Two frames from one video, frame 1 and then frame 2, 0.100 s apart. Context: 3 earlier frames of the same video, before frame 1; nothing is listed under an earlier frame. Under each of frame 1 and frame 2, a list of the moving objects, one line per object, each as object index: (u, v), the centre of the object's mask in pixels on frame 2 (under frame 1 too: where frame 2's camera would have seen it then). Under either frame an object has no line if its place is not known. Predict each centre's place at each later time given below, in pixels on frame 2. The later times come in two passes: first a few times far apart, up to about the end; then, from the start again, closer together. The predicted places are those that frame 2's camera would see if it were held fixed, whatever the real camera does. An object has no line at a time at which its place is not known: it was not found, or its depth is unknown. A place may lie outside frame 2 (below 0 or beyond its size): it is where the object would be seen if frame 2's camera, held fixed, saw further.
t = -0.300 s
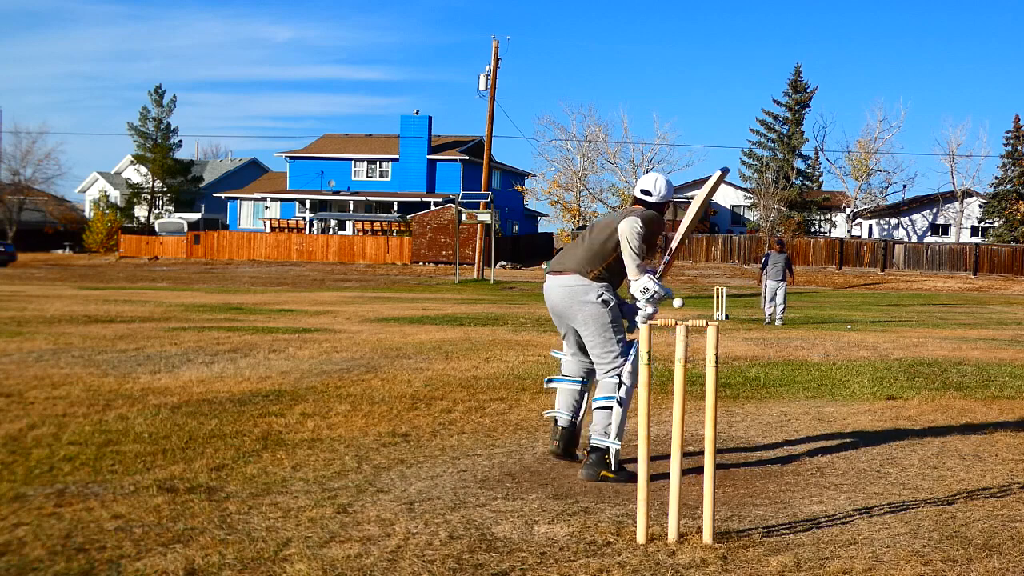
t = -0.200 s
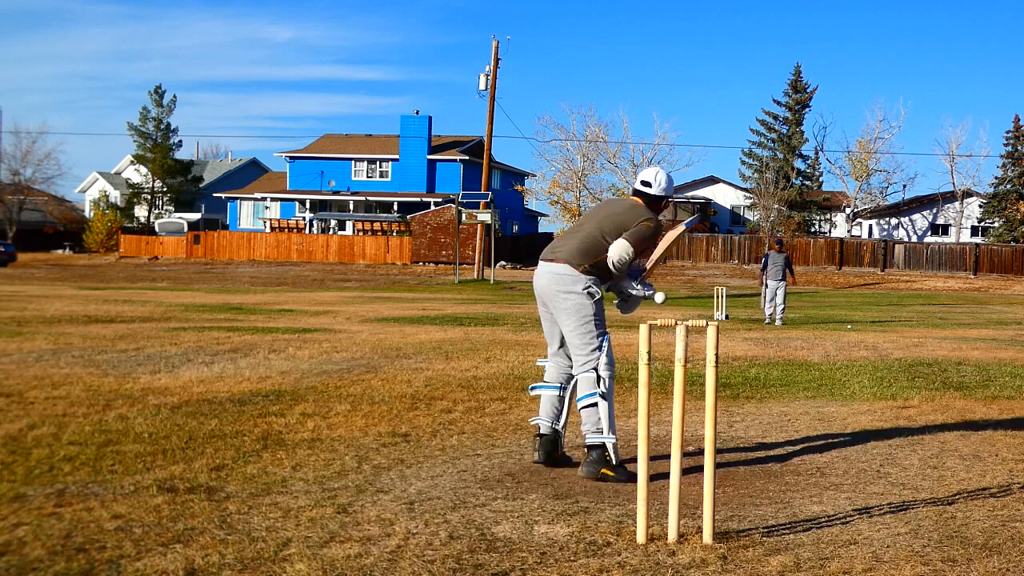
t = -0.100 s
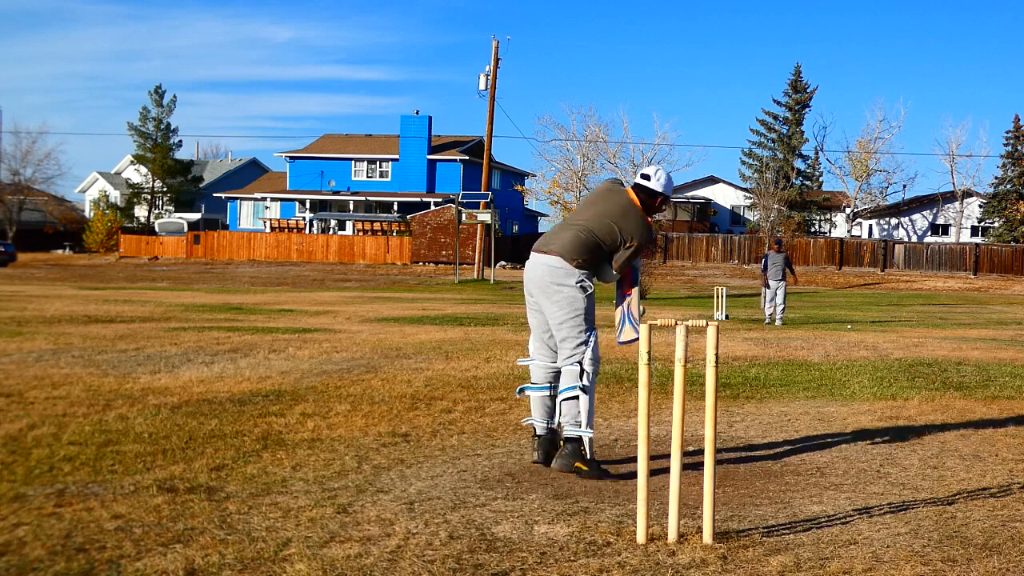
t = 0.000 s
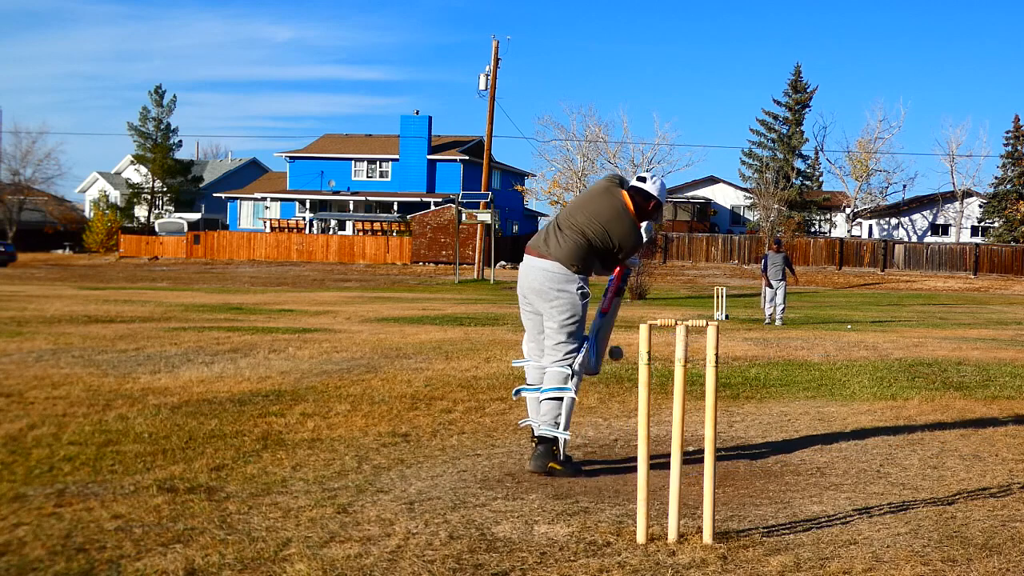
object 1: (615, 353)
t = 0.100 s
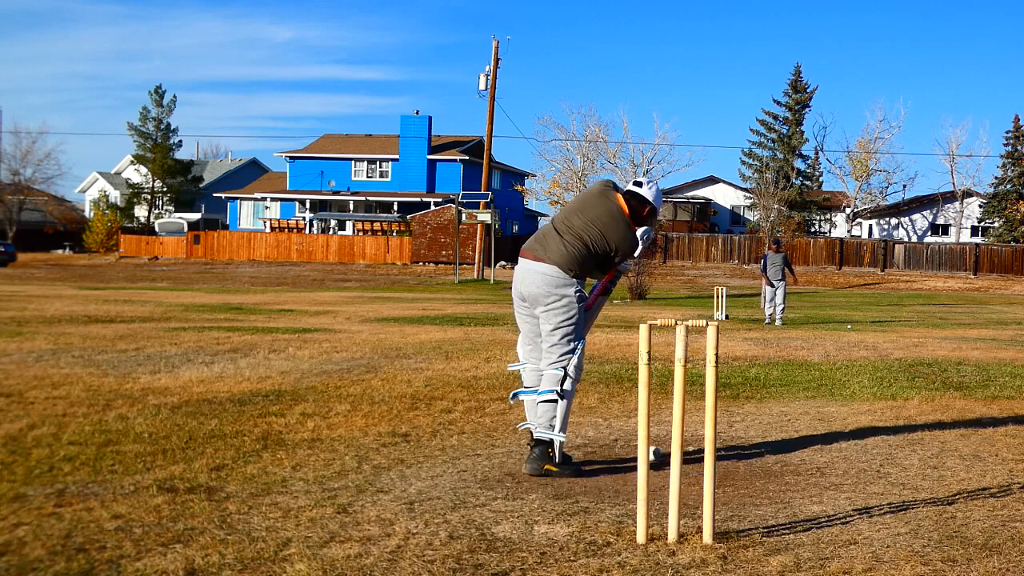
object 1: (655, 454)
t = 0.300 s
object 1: (697, 407)
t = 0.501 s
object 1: (740, 442)
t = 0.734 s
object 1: (791, 455)
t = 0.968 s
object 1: (833, 458)
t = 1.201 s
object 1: (863, 457)
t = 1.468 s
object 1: (880, 455)
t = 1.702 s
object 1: (883, 456)
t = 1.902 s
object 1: (883, 456)
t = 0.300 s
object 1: (697, 407)
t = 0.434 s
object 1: (726, 421)
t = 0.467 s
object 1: (734, 431)
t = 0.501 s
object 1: (740, 442)
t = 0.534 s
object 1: (747, 457)
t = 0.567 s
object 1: (755, 454)
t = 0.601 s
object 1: (761, 450)
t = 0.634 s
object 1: (769, 448)
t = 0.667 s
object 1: (776, 448)
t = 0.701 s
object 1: (783, 450)
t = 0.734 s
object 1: (791, 455)
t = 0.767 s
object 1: (798, 458)
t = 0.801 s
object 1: (804, 456)
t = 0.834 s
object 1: (810, 455)
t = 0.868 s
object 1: (816, 457)
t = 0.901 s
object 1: (822, 457)
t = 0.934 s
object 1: (827, 457)
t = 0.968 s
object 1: (833, 458)
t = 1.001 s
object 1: (837, 457)
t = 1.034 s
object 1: (843, 457)
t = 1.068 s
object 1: (847, 457)
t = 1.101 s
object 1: (851, 457)
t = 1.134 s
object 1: (855, 457)
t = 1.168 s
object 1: (859, 457)
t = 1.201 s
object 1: (863, 457)
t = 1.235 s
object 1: (866, 457)
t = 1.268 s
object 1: (869, 457)
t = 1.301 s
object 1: (872, 457)
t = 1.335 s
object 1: (874, 456)
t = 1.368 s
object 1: (876, 456)
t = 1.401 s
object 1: (878, 456)
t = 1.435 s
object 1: (879, 455)
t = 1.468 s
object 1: (880, 455)
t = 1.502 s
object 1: (881, 455)
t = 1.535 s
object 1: (882, 455)
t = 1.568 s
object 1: (882, 455)
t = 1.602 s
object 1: (883, 455)
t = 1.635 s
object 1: (883, 456)
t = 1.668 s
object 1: (883, 456)
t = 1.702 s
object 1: (883, 456)
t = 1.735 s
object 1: (883, 455)
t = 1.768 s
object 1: (883, 455)
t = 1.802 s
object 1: (882, 455)
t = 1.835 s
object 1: (882, 455)
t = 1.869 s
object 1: (882, 455)
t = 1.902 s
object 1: (883, 456)
